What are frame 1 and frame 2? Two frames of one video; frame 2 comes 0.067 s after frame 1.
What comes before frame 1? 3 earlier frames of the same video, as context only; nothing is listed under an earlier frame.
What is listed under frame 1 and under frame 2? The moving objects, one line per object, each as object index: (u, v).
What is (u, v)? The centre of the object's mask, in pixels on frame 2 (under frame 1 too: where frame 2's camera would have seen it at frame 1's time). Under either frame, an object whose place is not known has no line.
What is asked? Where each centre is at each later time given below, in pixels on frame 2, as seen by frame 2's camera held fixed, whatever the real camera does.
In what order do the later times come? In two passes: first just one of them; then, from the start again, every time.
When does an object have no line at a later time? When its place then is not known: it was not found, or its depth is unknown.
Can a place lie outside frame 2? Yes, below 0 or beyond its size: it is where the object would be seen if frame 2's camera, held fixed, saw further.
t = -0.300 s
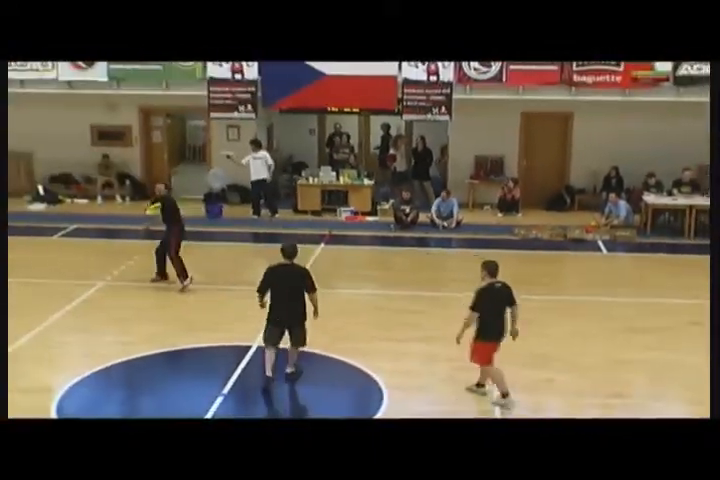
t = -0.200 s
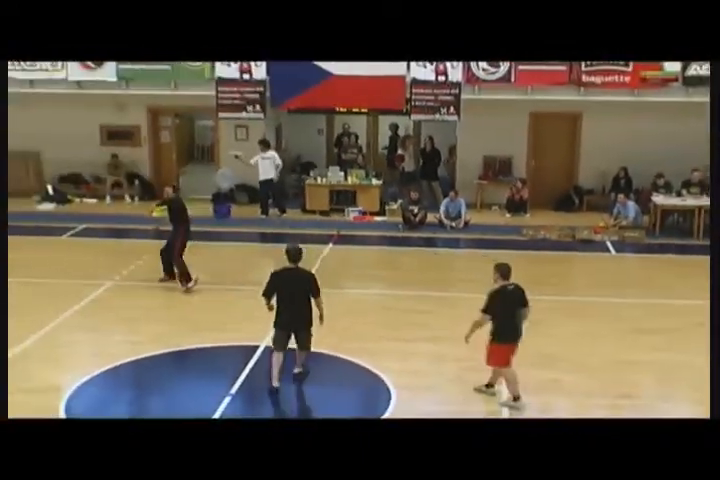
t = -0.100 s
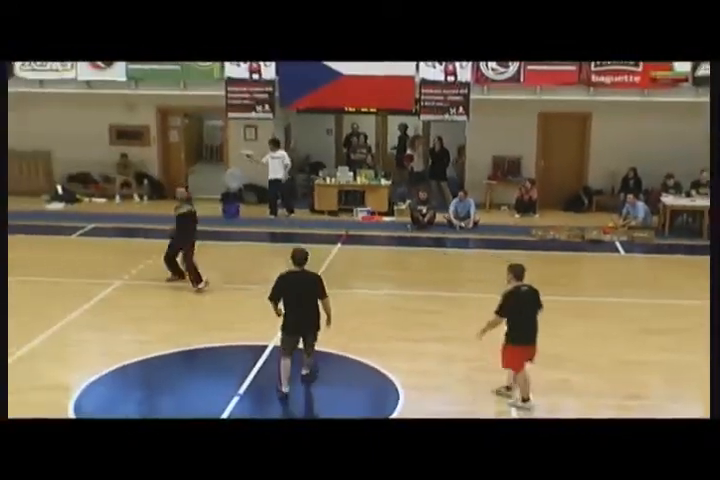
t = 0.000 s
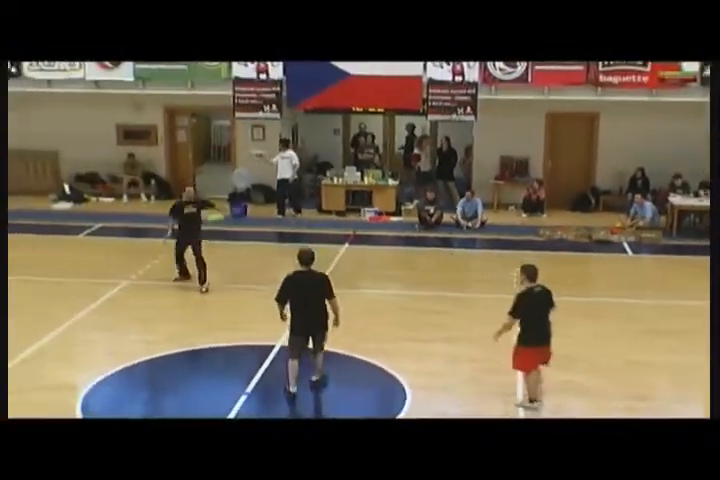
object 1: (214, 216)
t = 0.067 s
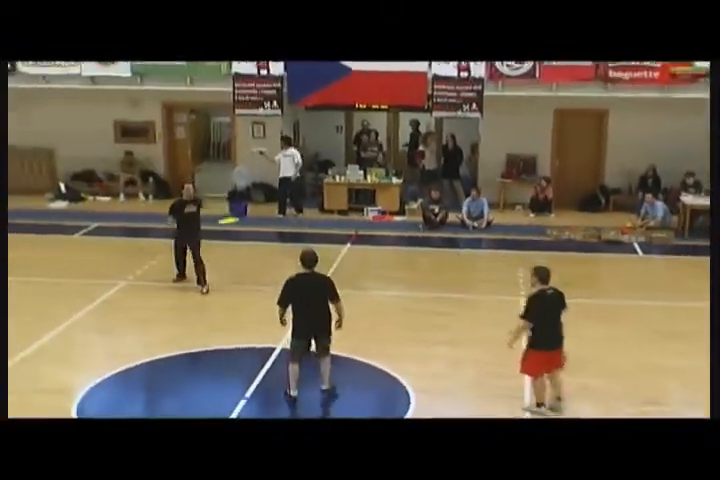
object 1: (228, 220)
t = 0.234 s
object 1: (263, 224)
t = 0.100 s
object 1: (235, 221)
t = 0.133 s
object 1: (243, 223)
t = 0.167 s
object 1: (249, 223)
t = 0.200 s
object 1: (256, 224)
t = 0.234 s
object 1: (263, 224)
